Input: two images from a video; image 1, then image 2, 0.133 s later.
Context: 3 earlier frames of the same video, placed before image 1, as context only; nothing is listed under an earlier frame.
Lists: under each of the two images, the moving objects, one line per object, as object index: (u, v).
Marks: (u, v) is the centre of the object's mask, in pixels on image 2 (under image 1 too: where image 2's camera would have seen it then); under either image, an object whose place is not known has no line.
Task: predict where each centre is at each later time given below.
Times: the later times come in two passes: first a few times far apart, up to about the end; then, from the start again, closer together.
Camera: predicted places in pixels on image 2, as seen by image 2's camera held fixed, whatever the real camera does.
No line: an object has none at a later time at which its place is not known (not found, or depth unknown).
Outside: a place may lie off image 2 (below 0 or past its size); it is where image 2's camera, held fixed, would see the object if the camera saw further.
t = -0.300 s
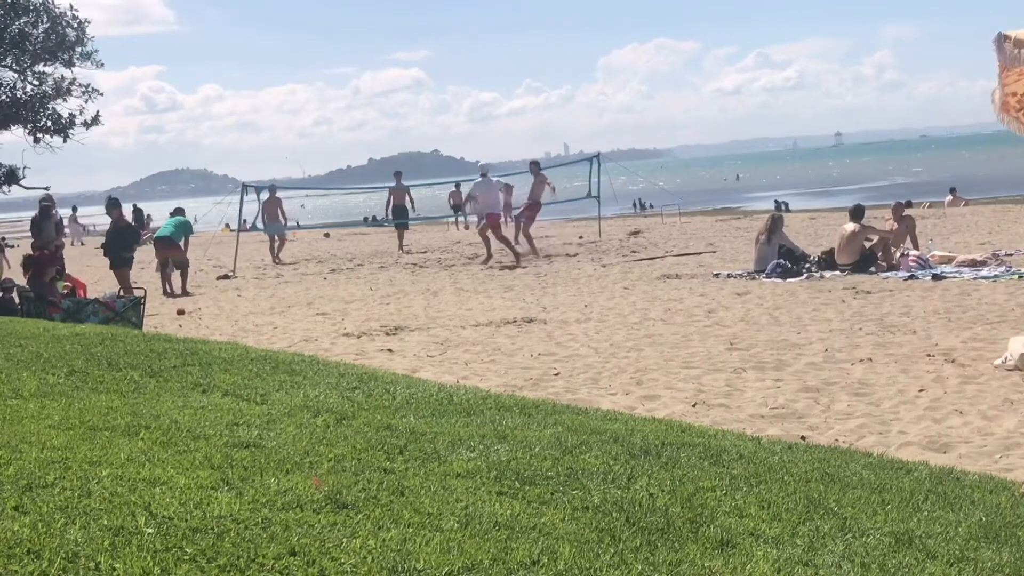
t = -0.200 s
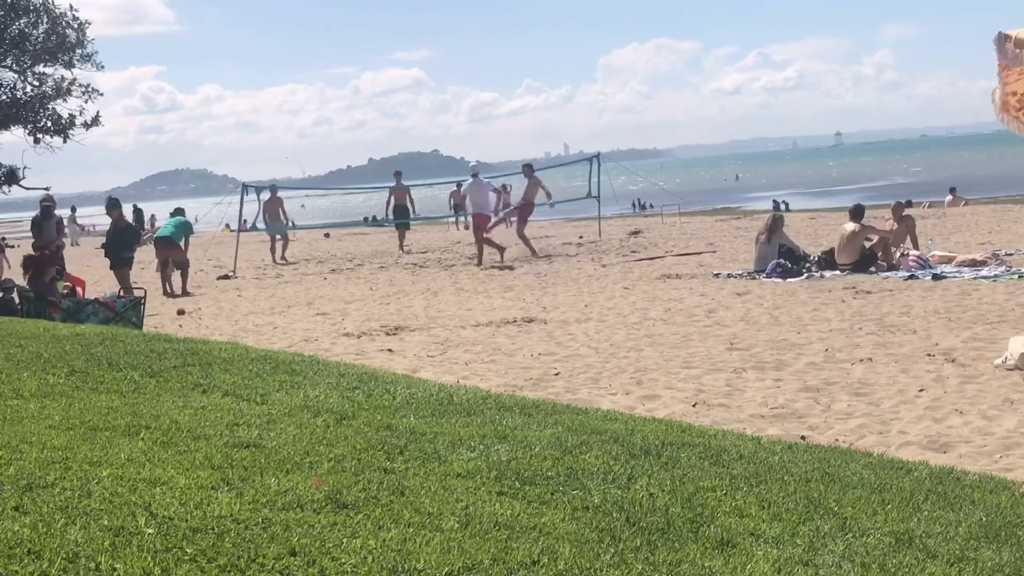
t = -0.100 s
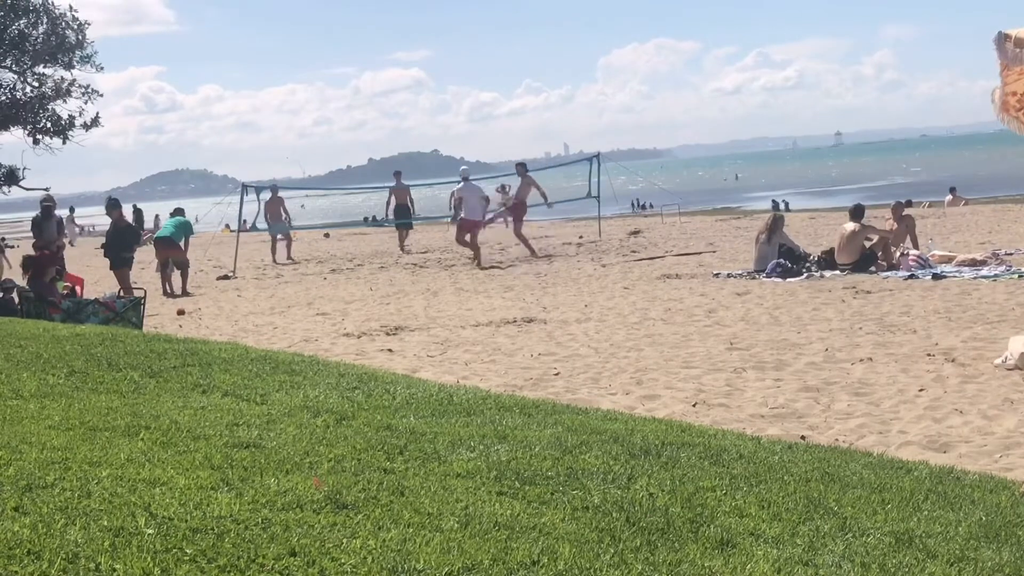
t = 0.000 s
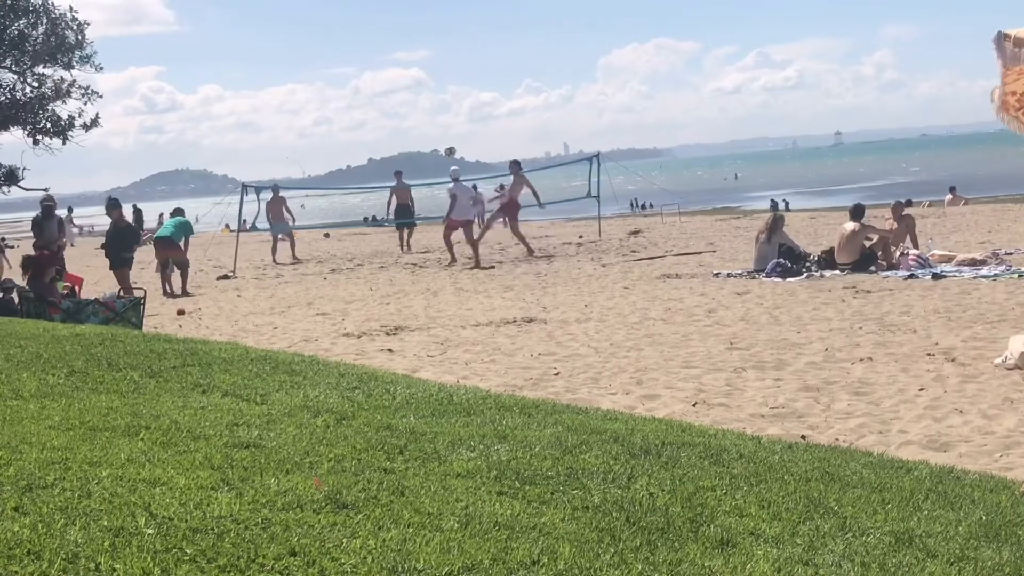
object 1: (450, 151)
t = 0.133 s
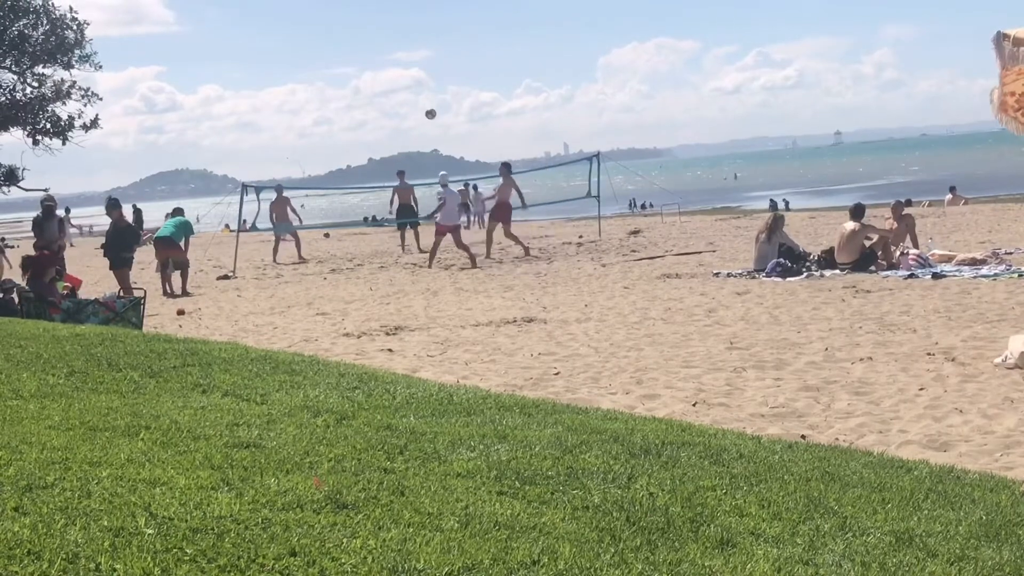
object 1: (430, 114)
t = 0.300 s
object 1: (410, 81)
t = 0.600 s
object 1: (379, 58)
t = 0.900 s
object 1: (355, 80)
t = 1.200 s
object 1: (338, 141)
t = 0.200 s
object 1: (422, 99)
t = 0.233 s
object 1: (417, 92)
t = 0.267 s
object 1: (414, 87)
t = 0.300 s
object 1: (410, 81)
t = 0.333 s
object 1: (406, 77)
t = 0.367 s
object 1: (402, 72)
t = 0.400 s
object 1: (399, 69)
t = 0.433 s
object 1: (395, 65)
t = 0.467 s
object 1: (392, 63)
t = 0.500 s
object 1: (388, 61)
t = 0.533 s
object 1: (385, 59)
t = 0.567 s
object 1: (382, 59)
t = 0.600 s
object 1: (379, 58)
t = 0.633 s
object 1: (376, 59)
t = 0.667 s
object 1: (374, 59)
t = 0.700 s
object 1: (371, 61)
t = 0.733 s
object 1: (368, 63)
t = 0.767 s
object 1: (366, 65)
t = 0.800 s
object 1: (363, 68)
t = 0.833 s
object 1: (360, 72)
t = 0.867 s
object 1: (358, 76)
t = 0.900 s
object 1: (355, 80)
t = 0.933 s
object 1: (353, 85)
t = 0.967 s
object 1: (351, 90)
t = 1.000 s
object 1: (349, 96)
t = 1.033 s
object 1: (347, 103)
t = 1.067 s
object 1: (345, 109)
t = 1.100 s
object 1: (343, 116)
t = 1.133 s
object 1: (342, 124)
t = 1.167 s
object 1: (340, 132)
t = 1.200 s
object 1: (338, 141)
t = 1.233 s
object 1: (337, 149)
